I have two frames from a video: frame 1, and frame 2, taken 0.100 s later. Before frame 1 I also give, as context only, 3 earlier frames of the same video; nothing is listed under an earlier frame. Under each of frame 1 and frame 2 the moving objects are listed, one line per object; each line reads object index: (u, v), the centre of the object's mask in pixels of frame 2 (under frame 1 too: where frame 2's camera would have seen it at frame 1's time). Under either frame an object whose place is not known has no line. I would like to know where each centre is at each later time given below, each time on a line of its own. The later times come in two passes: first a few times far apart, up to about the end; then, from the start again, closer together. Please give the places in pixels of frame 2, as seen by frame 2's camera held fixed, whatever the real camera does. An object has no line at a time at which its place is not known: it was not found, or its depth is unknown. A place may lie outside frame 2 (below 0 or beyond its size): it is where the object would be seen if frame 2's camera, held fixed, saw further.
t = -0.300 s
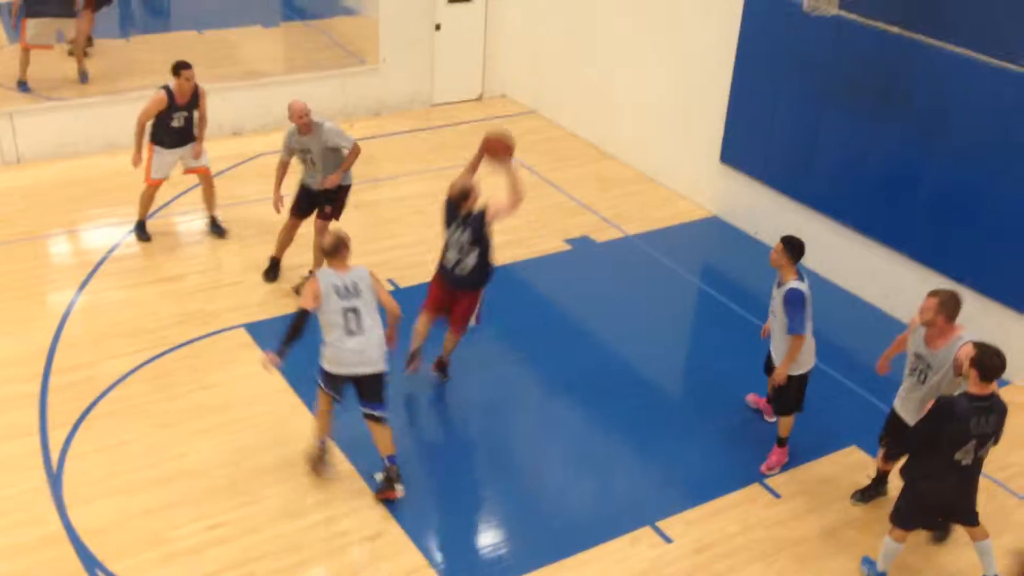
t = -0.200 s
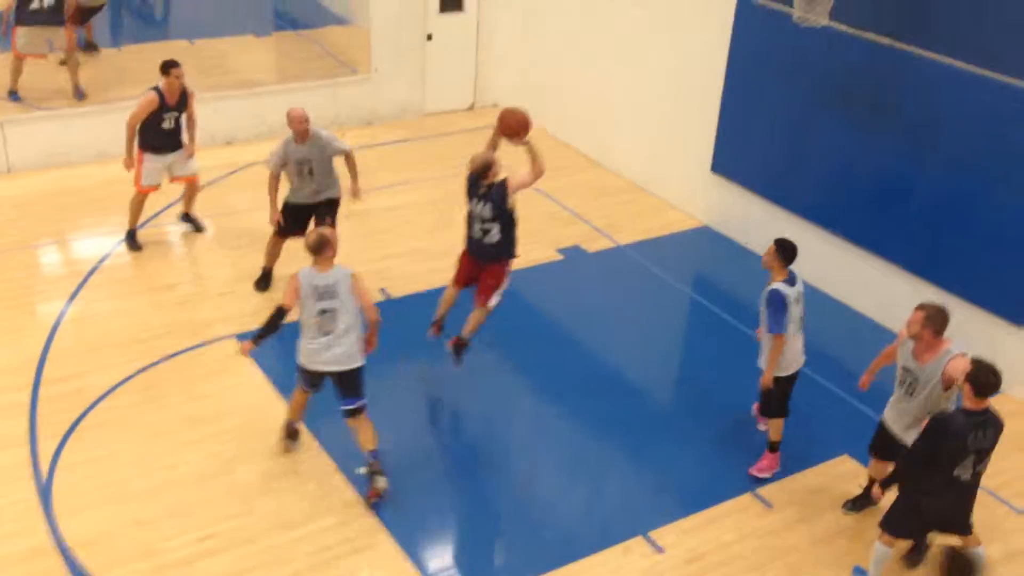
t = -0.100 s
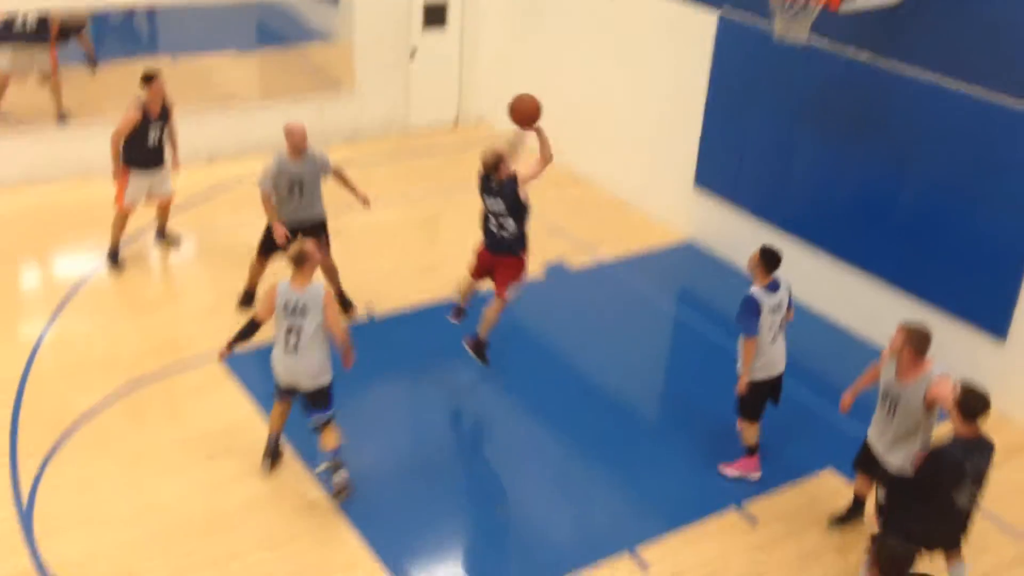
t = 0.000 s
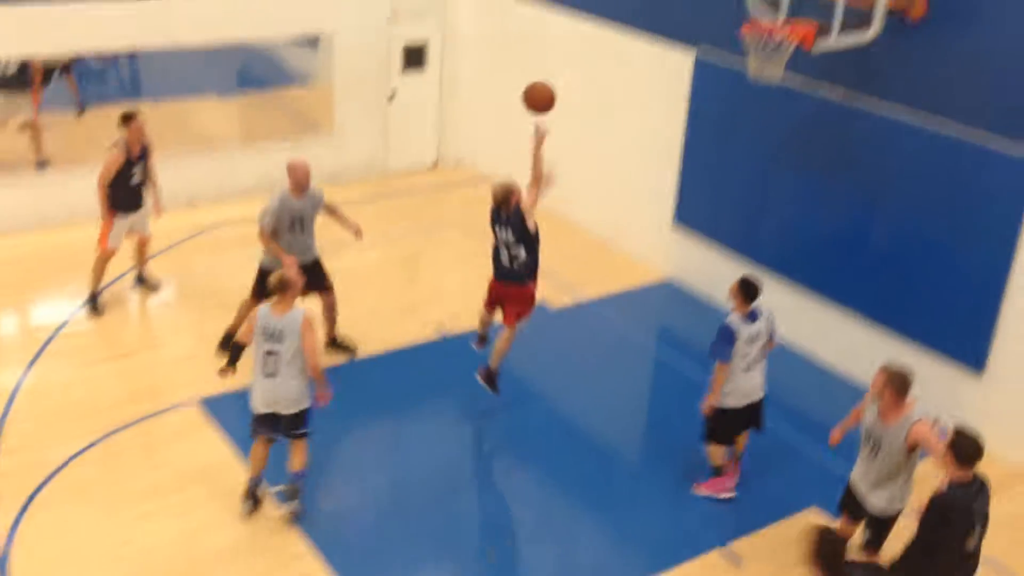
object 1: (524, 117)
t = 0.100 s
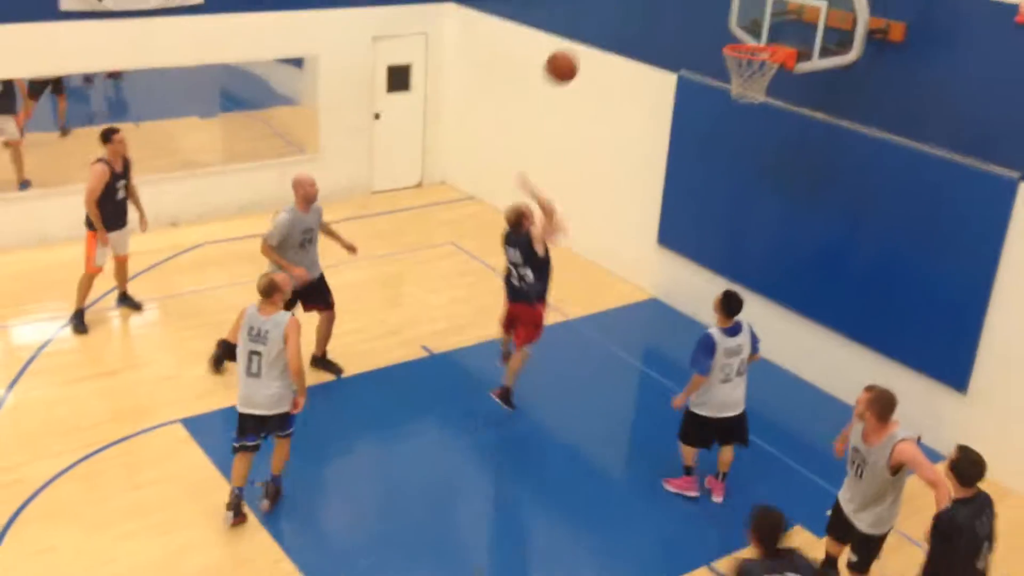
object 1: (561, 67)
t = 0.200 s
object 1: (598, 29)
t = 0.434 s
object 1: (674, -4)
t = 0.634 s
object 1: (727, 26)
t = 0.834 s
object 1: (763, 47)
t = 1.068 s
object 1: (751, 56)
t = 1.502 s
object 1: (743, 110)
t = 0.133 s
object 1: (574, 52)
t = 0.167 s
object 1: (586, 39)
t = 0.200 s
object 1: (598, 29)
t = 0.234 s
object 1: (609, 19)
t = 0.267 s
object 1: (620, 12)
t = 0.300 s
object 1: (631, 6)
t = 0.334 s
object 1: (642, 2)
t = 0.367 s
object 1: (653, -1)
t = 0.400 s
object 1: (663, -4)
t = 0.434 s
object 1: (674, -4)
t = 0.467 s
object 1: (684, -3)
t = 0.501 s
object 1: (693, 1)
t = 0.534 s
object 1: (702, 5)
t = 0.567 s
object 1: (710, 11)
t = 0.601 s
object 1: (718, 18)
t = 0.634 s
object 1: (727, 26)
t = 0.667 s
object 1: (735, 35)
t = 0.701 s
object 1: (742, 41)
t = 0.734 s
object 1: (747, 40)
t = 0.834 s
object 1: (763, 47)
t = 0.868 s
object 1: (764, 46)
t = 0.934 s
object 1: (751, 46)
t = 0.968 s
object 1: (745, 48)
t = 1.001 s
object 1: (743, 48)
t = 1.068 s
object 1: (751, 56)
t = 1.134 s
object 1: (757, 70)
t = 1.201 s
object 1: (765, 69)
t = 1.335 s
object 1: (764, 69)
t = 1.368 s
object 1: (760, 74)
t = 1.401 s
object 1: (756, 81)
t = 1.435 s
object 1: (754, 92)
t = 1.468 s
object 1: (747, 107)
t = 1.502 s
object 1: (743, 110)
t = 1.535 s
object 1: (740, 115)
